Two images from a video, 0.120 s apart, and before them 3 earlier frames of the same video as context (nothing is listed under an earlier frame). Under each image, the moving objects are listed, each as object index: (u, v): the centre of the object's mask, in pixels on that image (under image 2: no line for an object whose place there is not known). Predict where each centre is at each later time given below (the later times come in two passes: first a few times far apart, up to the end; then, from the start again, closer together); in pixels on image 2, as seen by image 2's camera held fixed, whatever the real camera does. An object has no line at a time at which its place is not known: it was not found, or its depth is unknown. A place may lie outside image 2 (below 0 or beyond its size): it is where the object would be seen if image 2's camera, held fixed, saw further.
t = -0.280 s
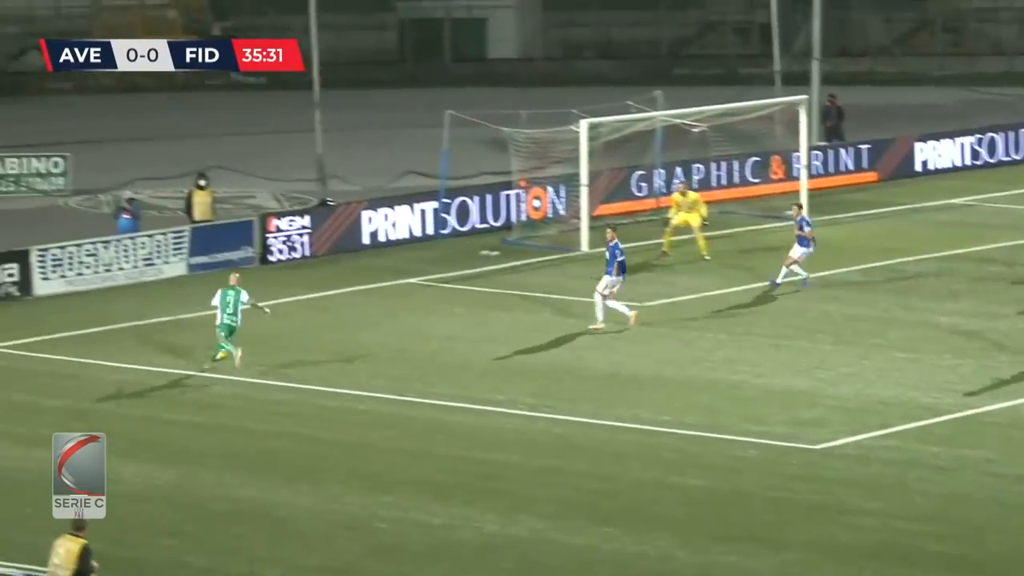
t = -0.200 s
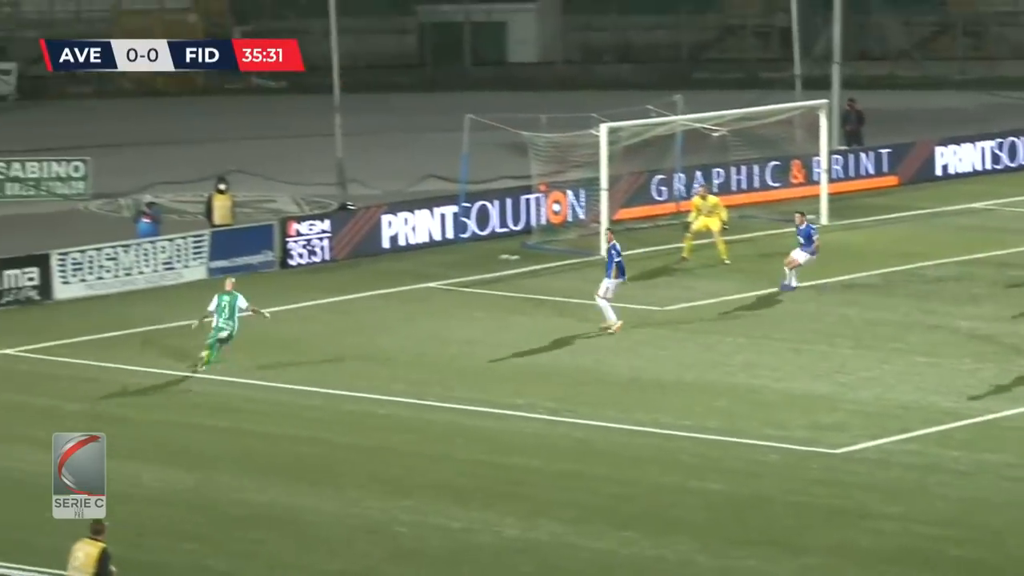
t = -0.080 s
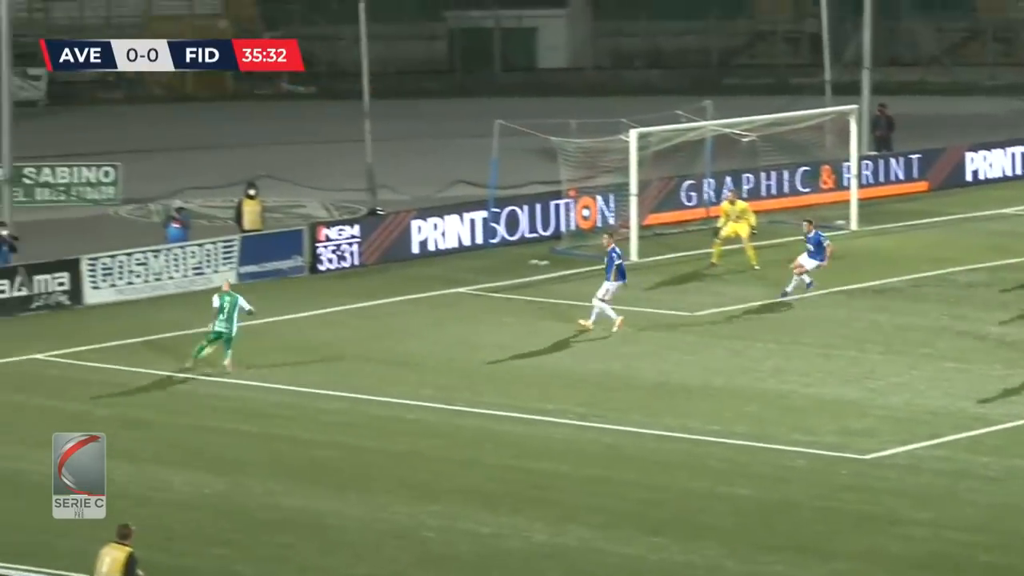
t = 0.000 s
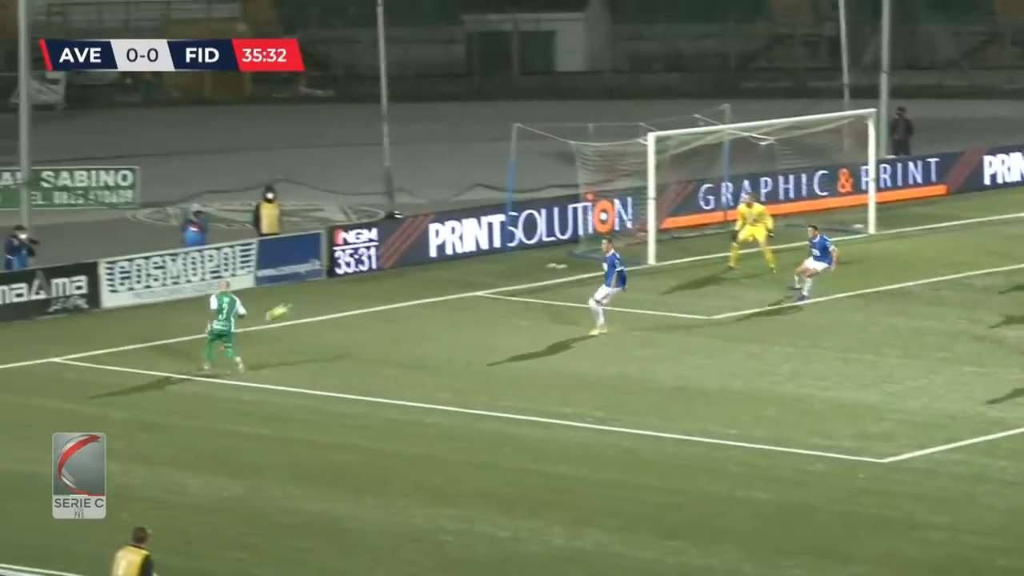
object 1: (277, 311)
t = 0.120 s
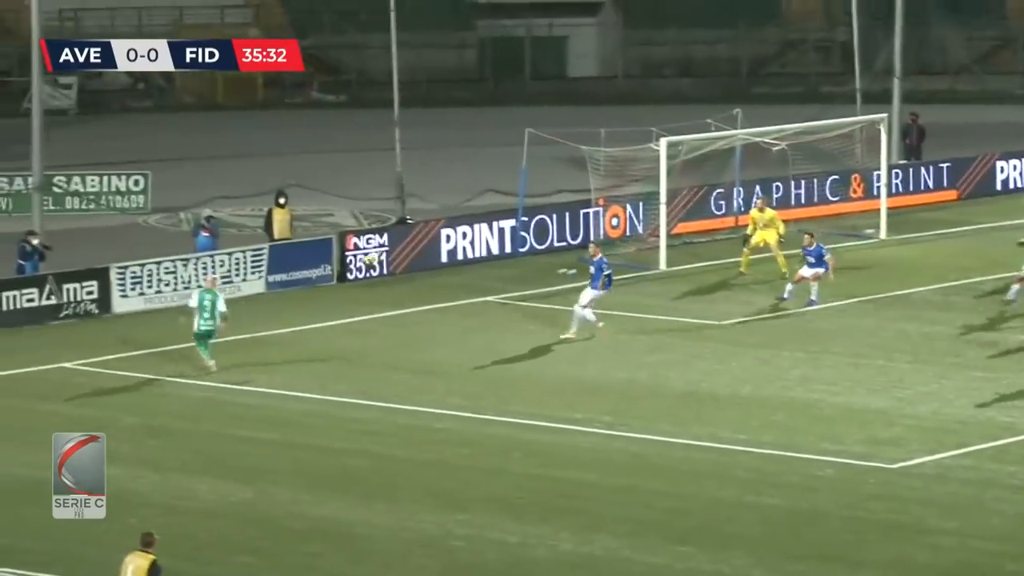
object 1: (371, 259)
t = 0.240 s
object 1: (448, 208)
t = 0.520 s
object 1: (609, 126)
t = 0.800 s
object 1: (754, 86)
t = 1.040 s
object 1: (870, 81)
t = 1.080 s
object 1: (889, 82)
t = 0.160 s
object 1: (398, 240)
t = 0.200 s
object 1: (421, 223)
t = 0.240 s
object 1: (448, 208)
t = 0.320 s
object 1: (496, 180)
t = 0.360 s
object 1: (519, 167)
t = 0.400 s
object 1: (542, 156)
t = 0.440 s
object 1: (565, 144)
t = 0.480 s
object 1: (588, 135)
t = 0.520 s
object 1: (609, 126)
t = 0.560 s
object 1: (632, 118)
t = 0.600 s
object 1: (652, 111)
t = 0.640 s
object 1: (674, 104)
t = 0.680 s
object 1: (693, 99)
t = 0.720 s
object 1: (714, 94)
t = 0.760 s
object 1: (734, 90)
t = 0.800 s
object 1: (754, 86)
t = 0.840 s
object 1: (773, 84)
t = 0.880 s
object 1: (792, 82)
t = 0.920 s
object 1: (811, 81)
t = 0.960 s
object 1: (830, 80)
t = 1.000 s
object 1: (850, 80)
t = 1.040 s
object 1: (870, 81)
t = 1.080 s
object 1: (889, 82)
